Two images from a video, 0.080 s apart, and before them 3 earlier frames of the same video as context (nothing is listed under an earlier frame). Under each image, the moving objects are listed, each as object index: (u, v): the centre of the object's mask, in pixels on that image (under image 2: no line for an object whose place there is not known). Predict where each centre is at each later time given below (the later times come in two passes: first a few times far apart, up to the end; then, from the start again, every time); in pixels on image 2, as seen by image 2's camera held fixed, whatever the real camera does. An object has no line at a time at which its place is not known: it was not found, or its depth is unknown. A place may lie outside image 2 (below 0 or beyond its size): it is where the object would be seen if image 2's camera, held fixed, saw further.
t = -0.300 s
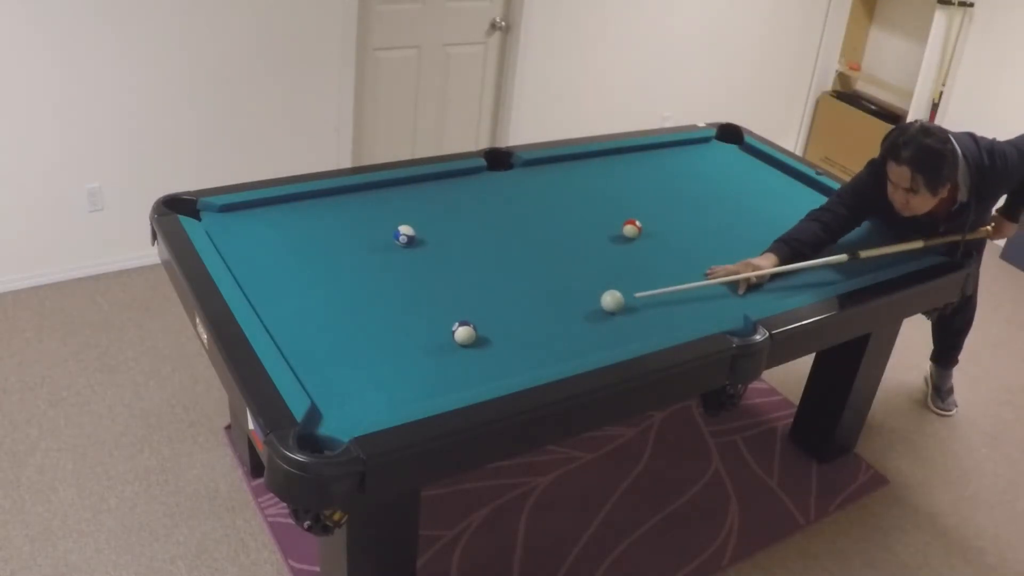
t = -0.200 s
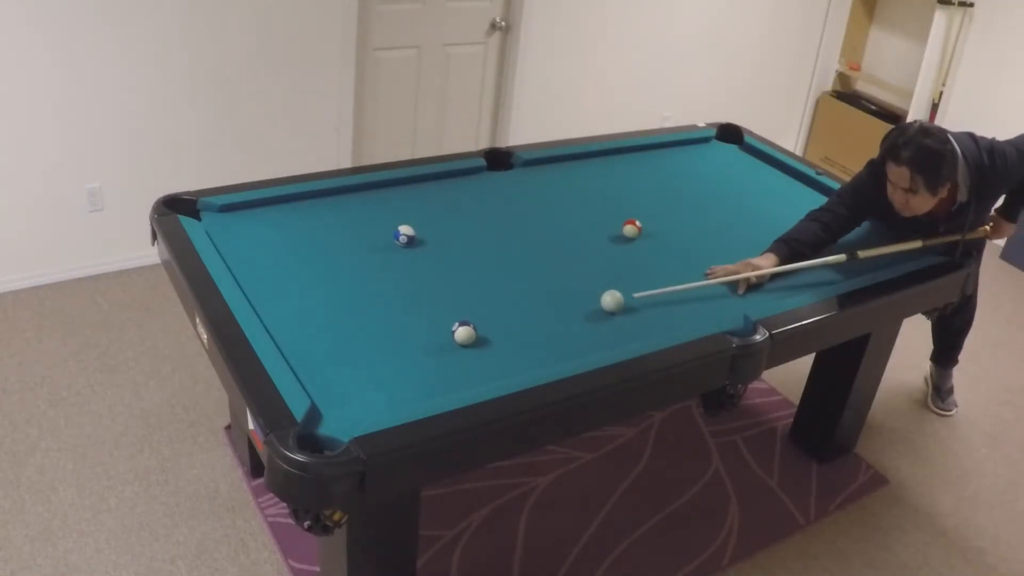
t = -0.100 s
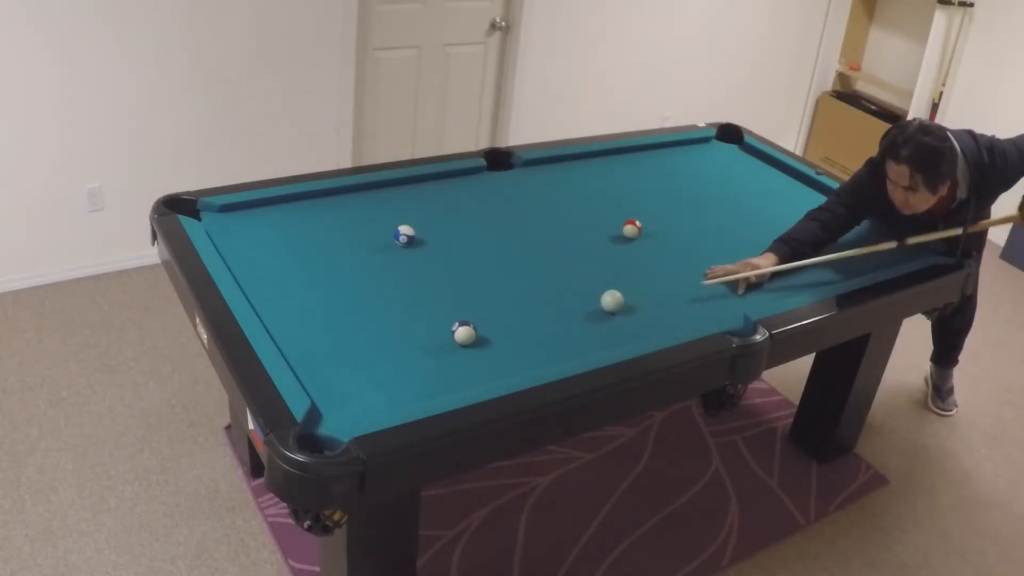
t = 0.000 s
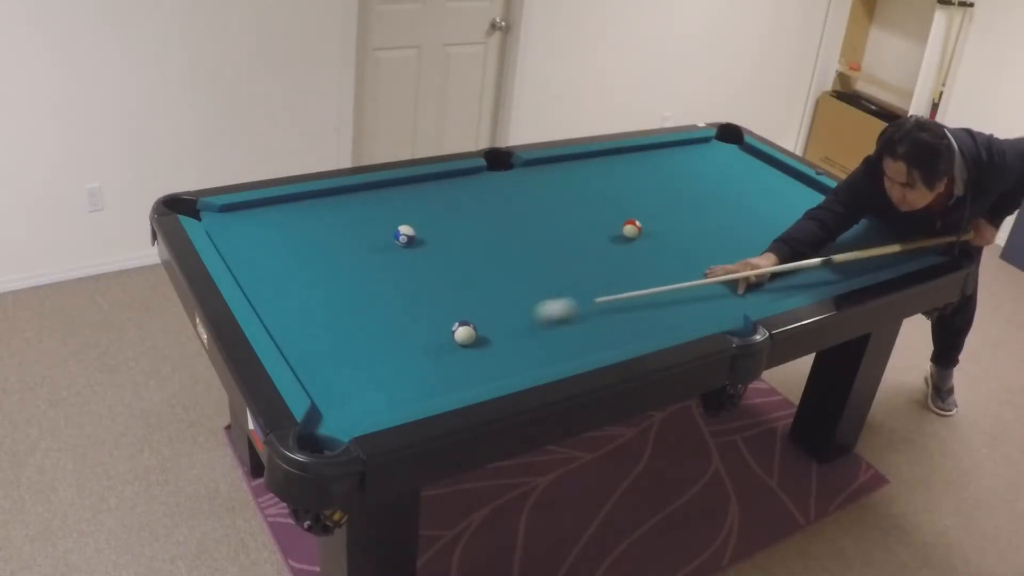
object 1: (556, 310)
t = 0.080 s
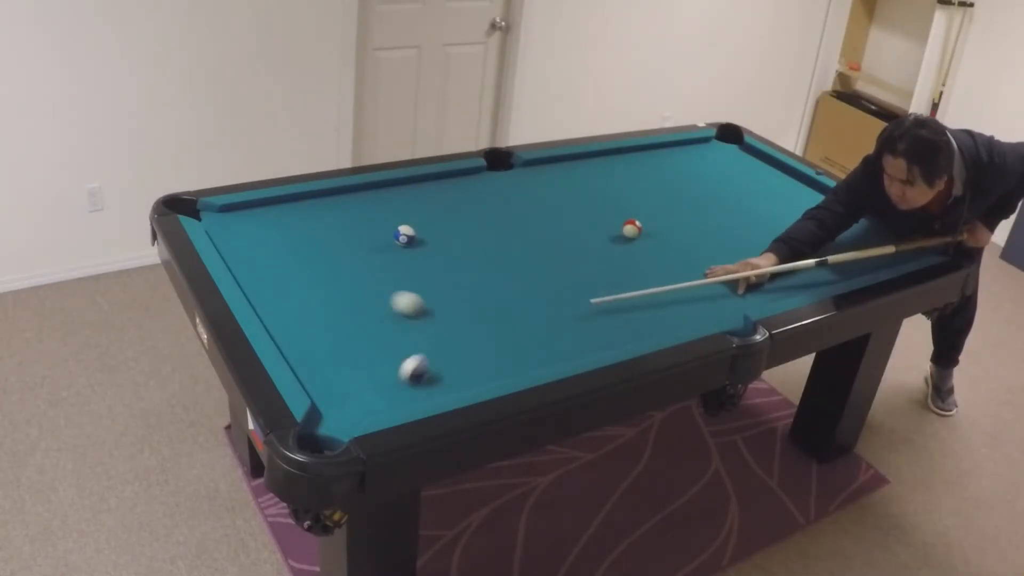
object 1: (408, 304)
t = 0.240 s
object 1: (241, 255)
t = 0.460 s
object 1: (321, 210)
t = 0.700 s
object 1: (445, 232)
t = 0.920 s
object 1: (539, 247)
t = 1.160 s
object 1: (603, 258)
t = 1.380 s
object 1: (628, 261)
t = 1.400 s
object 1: (629, 261)
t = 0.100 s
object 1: (378, 297)
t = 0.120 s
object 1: (351, 291)
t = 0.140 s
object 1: (324, 285)
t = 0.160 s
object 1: (299, 279)
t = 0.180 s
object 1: (274, 273)
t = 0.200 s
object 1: (262, 270)
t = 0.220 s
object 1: (239, 264)
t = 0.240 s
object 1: (241, 255)
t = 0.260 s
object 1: (246, 246)
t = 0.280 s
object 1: (252, 236)
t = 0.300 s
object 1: (257, 228)
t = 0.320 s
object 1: (262, 220)
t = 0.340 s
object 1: (267, 212)
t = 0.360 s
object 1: (272, 205)
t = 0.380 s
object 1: (280, 202)
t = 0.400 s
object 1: (292, 204)
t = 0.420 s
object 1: (303, 206)
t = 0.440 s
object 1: (315, 209)
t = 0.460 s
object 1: (321, 210)
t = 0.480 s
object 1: (333, 212)
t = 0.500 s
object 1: (344, 214)
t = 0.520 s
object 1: (355, 216)
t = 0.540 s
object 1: (367, 218)
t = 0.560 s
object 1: (377, 220)
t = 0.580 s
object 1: (387, 221)
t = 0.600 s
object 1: (397, 221)
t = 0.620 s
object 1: (410, 222)
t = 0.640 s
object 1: (421, 226)
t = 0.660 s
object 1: (430, 229)
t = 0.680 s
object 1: (440, 231)
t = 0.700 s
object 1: (445, 232)
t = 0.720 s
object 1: (454, 233)
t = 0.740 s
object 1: (464, 235)
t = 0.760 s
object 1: (473, 237)
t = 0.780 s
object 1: (482, 238)
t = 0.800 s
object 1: (491, 239)
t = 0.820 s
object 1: (500, 241)
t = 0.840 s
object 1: (508, 242)
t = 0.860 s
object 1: (516, 244)
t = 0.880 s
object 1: (524, 245)
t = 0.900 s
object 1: (532, 246)
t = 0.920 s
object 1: (539, 247)
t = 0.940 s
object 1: (543, 248)
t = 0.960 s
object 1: (550, 249)
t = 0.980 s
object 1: (556, 250)
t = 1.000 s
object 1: (562, 251)
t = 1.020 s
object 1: (568, 252)
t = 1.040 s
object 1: (574, 253)
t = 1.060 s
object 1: (580, 253)
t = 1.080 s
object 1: (585, 254)
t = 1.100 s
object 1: (590, 255)
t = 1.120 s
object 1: (594, 256)
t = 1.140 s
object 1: (599, 257)
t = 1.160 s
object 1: (603, 258)
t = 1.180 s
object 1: (605, 258)
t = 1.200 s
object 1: (609, 259)
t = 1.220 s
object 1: (611, 259)
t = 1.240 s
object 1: (614, 260)
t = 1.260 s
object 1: (617, 260)
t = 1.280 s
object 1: (620, 261)
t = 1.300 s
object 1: (622, 261)
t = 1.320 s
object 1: (624, 261)
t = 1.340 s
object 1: (626, 261)
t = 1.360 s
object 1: (627, 261)
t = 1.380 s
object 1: (628, 261)
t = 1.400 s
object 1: (629, 261)
